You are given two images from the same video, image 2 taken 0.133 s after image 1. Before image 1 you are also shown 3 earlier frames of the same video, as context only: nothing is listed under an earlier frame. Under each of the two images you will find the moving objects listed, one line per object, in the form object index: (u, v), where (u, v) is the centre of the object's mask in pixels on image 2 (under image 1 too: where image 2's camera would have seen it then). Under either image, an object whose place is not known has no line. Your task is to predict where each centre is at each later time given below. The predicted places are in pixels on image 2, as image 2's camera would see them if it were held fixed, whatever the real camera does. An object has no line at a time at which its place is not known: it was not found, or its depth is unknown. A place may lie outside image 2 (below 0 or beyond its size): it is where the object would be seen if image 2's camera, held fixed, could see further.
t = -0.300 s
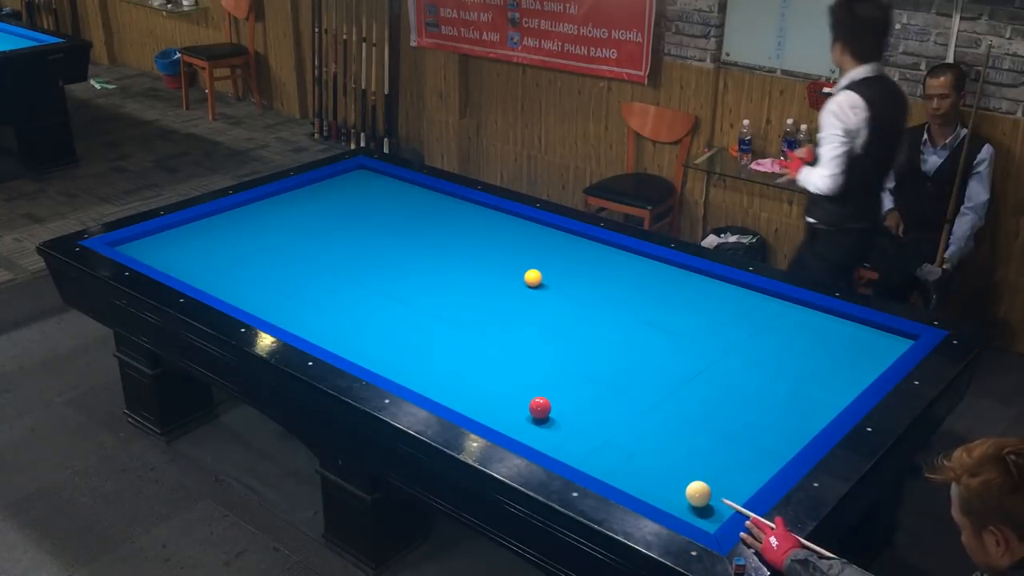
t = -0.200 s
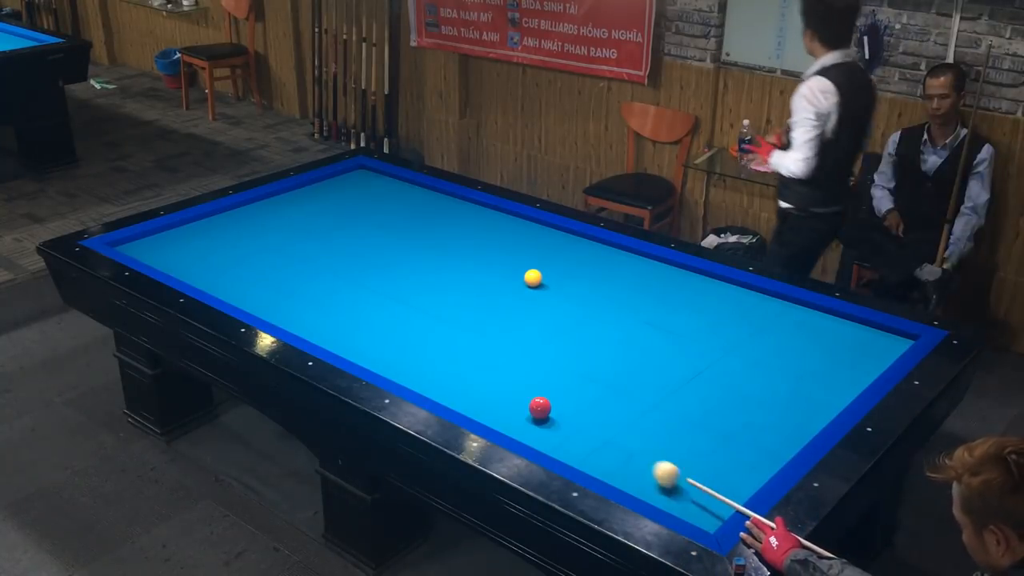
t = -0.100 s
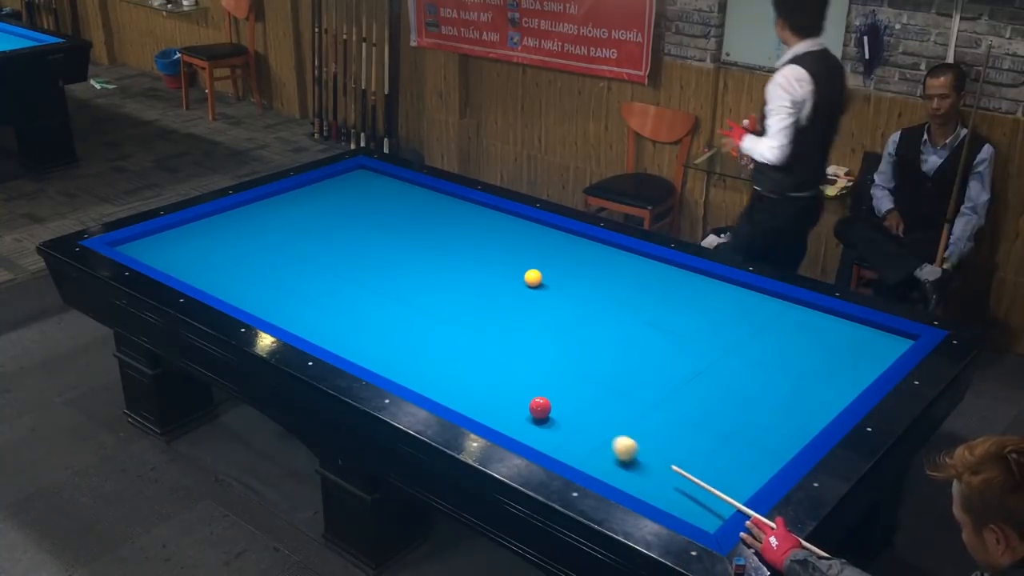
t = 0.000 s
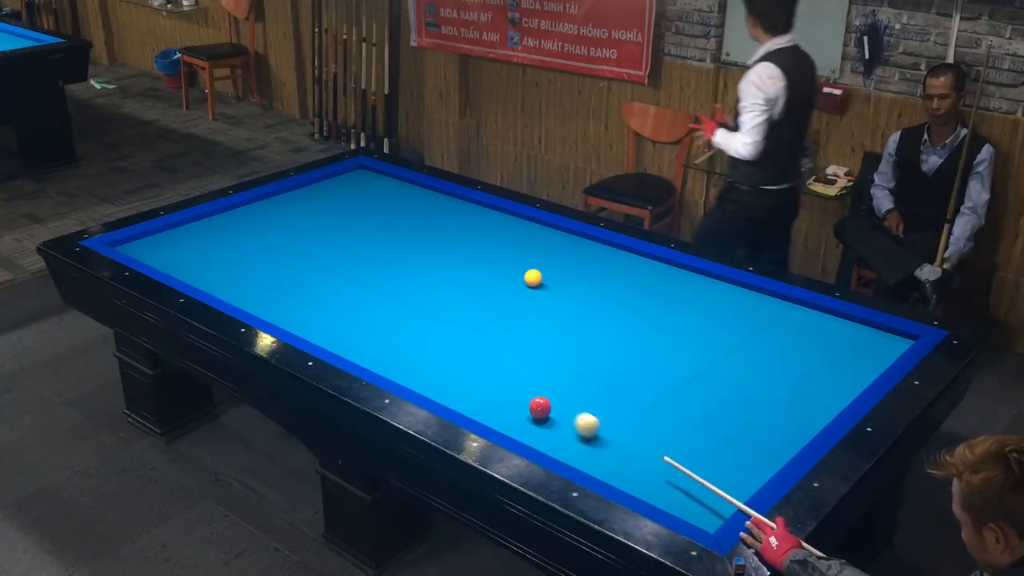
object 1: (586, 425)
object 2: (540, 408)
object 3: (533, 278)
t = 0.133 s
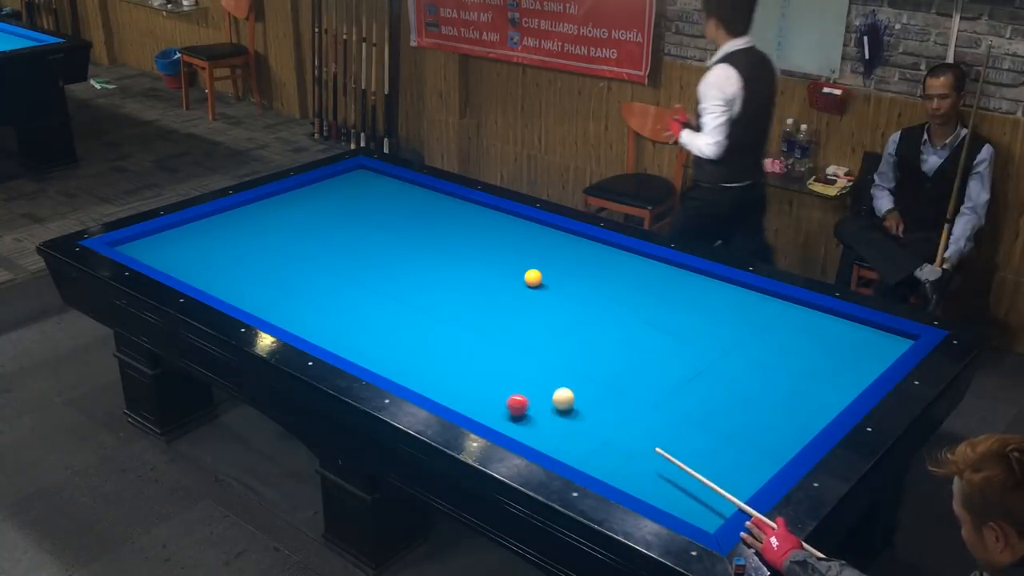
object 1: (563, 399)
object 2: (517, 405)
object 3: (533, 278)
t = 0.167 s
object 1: (563, 393)
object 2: (507, 404)
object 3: (533, 278)
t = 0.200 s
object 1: (561, 388)
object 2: (497, 403)
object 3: (533, 278)
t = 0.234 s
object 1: (560, 382)
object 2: (489, 402)
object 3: (533, 278)
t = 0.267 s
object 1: (558, 377)
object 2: (481, 401)
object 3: (533, 278)
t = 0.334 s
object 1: (555, 366)
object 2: (465, 399)
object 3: (533, 278)
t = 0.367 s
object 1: (554, 361)
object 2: (457, 398)
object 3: (533, 278)
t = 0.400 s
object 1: (552, 356)
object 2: (450, 396)
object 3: (533, 278)
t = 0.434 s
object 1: (551, 351)
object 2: (442, 394)
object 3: (533, 278)
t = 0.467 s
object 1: (549, 347)
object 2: (435, 392)
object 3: (533, 278)
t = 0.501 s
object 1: (548, 342)
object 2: (433, 391)
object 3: (533, 278)
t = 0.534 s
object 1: (547, 338)
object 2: (430, 388)
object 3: (533, 278)
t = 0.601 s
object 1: (544, 329)
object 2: (424, 384)
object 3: (533, 278)
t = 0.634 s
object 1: (543, 324)
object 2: (422, 382)
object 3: (533, 278)
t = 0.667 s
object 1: (542, 320)
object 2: (419, 380)
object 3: (533, 278)
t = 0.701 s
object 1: (540, 316)
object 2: (416, 378)
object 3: (533, 278)
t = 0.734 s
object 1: (539, 312)
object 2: (414, 375)
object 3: (533, 278)
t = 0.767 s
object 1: (538, 308)
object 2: (411, 373)
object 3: (533, 278)
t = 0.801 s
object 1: (537, 304)
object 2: (409, 370)
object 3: (533, 278)
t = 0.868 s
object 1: (535, 296)
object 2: (404, 366)
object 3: (533, 278)
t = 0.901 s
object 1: (534, 292)
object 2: (402, 363)
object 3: (532, 276)
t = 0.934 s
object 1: (532, 288)
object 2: (399, 361)
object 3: (533, 275)
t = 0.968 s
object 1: (531, 286)
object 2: (397, 359)
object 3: (533, 274)
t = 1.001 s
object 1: (530, 285)
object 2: (395, 357)
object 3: (533, 272)
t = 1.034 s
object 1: (529, 285)
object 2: (393, 354)
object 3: (533, 270)
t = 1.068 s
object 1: (528, 284)
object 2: (390, 352)
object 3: (533, 268)
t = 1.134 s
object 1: (526, 282)
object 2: (386, 348)
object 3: (533, 265)
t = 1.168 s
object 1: (525, 281)
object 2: (384, 345)
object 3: (533, 262)
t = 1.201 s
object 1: (524, 280)
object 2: (382, 343)
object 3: (533, 260)
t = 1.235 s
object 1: (523, 279)
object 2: (380, 341)
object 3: (533, 258)
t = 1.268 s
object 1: (522, 278)
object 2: (378, 339)
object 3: (533, 256)
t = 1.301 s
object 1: (521, 278)
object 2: (376, 337)
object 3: (533, 254)
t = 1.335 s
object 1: (520, 277)
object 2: (374, 335)
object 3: (533, 252)
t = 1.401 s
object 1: (518, 275)
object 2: (370, 331)
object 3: (533, 248)
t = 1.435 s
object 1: (517, 274)
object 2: (368, 329)
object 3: (533, 246)
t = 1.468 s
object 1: (516, 273)
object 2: (366, 327)
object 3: (533, 245)
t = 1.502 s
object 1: (515, 272)
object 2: (364, 326)
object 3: (533, 243)
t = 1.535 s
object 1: (514, 272)
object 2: (362, 324)
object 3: (533, 241)
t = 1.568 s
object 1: (513, 271)
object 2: (361, 322)
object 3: (533, 239)
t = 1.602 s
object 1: (512, 270)
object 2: (359, 320)
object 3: (533, 237)
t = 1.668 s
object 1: (511, 268)
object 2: (355, 316)
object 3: (533, 234)
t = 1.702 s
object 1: (510, 268)
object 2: (354, 315)
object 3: (533, 232)
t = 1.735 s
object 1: (509, 267)
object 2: (352, 313)
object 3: (533, 230)
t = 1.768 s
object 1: (508, 266)
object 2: (350, 311)
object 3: (533, 228)
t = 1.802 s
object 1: (508, 265)
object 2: (349, 309)
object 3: (533, 227)
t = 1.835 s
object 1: (507, 265)
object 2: (347, 308)
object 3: (533, 225)
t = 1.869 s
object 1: (506, 264)
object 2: (346, 306)
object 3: (533, 223)
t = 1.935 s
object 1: (505, 263)
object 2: (342, 303)
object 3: (531, 221)
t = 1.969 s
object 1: (504, 262)
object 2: (341, 301)
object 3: (528, 221)
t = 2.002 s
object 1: (503, 261)
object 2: (339, 299)
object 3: (525, 221)
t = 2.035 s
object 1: (502, 261)
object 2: (338, 298)
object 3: (522, 221)
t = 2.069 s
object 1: (502, 260)
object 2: (336, 296)
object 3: (520, 221)
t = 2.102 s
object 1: (501, 259)
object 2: (335, 295)
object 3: (517, 221)
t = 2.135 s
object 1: (500, 258)
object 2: (333, 293)
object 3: (514, 221)
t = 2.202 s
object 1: (499, 257)
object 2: (331, 290)
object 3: (509, 222)
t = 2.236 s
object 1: (498, 257)
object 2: (329, 289)
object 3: (506, 222)
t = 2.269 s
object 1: (498, 256)
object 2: (328, 287)
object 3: (503, 222)
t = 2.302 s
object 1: (497, 255)
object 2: (326, 286)
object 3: (500, 222)
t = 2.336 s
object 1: (496, 255)
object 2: (325, 284)
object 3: (498, 222)
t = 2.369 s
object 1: (496, 254)
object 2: (323, 283)
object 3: (495, 222)
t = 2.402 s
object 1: (495, 253)
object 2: (322, 281)
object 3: (492, 222)
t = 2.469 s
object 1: (494, 252)
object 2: (319, 278)
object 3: (487, 222)
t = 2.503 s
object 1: (493, 252)
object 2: (318, 277)
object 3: (485, 222)
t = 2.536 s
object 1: (493, 251)
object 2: (317, 276)
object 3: (482, 223)
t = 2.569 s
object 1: (492, 250)
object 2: (315, 274)
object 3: (479, 223)
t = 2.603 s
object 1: (492, 250)
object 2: (314, 273)
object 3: (477, 223)
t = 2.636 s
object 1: (491, 249)
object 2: (313, 272)
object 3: (474, 223)
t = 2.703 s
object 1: (490, 248)
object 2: (310, 269)
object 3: (469, 223)
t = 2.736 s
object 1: (490, 248)
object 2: (309, 268)
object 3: (467, 223)
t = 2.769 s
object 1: (489, 247)
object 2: (308, 267)
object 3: (464, 223)
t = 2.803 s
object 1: (488, 247)
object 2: (307, 265)
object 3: (461, 223)
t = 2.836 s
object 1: (488, 246)
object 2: (306, 264)
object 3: (459, 223)
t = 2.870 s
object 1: (488, 246)
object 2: (305, 263)
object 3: (457, 223)
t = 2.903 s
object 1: (487, 245)
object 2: (303, 262)
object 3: (454, 223)
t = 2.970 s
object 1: (486, 244)
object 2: (301, 259)
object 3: (449, 223)
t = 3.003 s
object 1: (486, 244)
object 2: (300, 258)
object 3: (447, 223)
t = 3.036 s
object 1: (485, 243)
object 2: (299, 257)
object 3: (445, 224)
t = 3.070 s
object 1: (485, 243)
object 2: (298, 255)
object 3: (442, 224)
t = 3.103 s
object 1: (484, 242)
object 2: (297, 255)
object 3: (440, 224)
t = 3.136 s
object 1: (484, 242)
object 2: (296, 253)
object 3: (438, 224)
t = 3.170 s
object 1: (484, 241)
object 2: (295, 252)
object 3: (436, 224)
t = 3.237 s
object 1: (483, 240)
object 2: (293, 250)
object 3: (431, 224)
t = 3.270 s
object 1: (482, 240)
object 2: (291, 249)
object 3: (429, 224)
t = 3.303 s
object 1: (482, 239)
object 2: (291, 248)
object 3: (426, 224)
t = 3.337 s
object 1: (482, 239)
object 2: (290, 247)
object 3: (424, 224)
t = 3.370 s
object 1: (481, 238)
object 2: (289, 246)
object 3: (422, 224)
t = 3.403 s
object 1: (481, 238)
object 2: (287, 245)
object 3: (420, 224)
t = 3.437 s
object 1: (480, 238)
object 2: (287, 244)
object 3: (418, 224)
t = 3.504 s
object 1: (480, 237)
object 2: (285, 242)
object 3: (413, 225)
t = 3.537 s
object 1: (480, 237)
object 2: (284, 240)
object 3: (411, 225)
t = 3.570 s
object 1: (479, 236)
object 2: (283, 239)
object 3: (409, 225)
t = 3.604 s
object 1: (479, 236)
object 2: (282, 239)
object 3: (407, 225)
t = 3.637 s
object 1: (478, 235)
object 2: (281, 237)
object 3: (405, 225)
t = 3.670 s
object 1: (478, 235)
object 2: (280, 236)
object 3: (403, 225)
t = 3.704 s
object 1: (478, 234)
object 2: (279, 236)
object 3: (401, 225)
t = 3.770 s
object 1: (477, 234)
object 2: (277, 234)
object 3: (397, 225)
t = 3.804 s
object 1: (477, 233)
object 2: (277, 233)
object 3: (394, 225)
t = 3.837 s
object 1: (477, 233)
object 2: (276, 232)
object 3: (392, 225)
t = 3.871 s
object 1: (477, 233)
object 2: (275, 231)
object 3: (390, 225)
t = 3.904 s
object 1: (476, 232)
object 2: (274, 230)
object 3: (388, 225)
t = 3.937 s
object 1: (476, 232)
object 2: (273, 229)
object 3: (386, 225)
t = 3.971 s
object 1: (476, 232)
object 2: (273, 228)
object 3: (385, 226)
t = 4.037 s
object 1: (475, 231)
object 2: (271, 226)
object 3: (381, 226)
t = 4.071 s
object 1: (475, 231)
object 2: (270, 225)
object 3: (379, 226)
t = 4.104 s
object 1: (475, 231)
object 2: (270, 225)
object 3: (377, 226)
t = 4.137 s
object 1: (475, 230)
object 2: (269, 224)
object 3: (375, 226)
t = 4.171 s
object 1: (474, 230)
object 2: (268, 223)
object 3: (373, 226)
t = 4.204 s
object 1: (474, 230)
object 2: (267, 222)
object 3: (371, 226)
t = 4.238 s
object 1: (474, 229)
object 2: (267, 221)
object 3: (370, 226)
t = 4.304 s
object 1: (474, 229)
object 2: (265, 220)
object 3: (366, 226)
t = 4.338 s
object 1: (474, 229)
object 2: (265, 219)
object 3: (364, 226)
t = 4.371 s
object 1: (473, 228)
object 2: (264, 218)
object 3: (362, 226)
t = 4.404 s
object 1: (473, 228)
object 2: (263, 217)
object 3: (361, 226)
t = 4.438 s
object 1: (473, 228)
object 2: (263, 216)
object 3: (359, 226)
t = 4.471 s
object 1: (473, 228)
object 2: (262, 216)
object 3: (357, 226)
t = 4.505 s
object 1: (473, 227)
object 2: (261, 215)
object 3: (355, 226)
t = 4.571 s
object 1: (472, 227)
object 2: (260, 213)
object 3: (352, 226)
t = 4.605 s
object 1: (472, 227)
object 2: (260, 213)
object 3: (350, 226)
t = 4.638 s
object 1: (472, 226)
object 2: (259, 212)
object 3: (349, 227)
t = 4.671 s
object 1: (472, 226)
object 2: (258, 211)
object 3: (347, 226)
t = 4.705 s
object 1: (472, 226)
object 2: (258, 210)
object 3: (345, 227)
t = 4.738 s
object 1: (471, 226)
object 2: (257, 210)
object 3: (344, 227)
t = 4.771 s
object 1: (471, 226)
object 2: (257, 209)
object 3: (342, 227)
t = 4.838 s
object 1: (471, 225)
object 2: (256, 207)
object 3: (339, 227)
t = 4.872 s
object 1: (471, 225)
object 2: (255, 207)
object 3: (338, 227)
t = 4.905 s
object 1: (471, 225)
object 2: (254, 206)
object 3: (336, 227)
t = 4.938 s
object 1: (471, 225)
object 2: (254, 205)
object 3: (335, 227)
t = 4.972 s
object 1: (470, 225)
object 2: (253, 205)
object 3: (333, 227)
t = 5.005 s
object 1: (470, 225)
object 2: (253, 204)
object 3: (332, 227)
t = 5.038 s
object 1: (470, 225)
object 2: (252, 203)
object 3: (330, 227)
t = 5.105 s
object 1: (470, 224)
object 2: (252, 202)
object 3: (327, 227)
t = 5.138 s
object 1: (470, 224)
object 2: (252, 202)
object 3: (326, 227)
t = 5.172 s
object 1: (470, 224)
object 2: (253, 202)
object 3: (324, 227)
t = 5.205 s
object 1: (470, 224)
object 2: (254, 202)
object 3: (323, 227)
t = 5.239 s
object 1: (470, 224)
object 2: (255, 202)
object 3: (322, 227)
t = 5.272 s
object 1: (469, 224)
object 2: (257, 202)
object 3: (320, 227)
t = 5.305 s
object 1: (469, 223)
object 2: (258, 202)
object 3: (319, 227)
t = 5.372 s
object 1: (469, 223)
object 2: (260, 202)
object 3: (316, 227)
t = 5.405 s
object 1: (469, 223)
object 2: (261, 203)
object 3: (315, 227)
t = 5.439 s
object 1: (469, 223)
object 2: (262, 203)
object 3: (314, 227)
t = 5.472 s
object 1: (469, 223)
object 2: (263, 203)
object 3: (312, 227)
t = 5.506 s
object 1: (469, 223)
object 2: (263, 203)
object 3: (311, 227)
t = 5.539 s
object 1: (469, 223)
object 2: (264, 203)
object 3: (310, 227)
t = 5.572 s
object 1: (469, 223)
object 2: (266, 203)
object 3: (309, 227)
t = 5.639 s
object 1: (469, 223)
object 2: (267, 203)
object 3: (307, 227)
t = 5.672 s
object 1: (469, 223)
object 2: (268, 203)
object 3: (305, 227)
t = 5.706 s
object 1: (469, 223)
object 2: (269, 203)
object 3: (304, 227)
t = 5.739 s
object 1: (469, 223)
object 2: (270, 204)
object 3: (303, 227)
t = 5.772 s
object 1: (469, 223)
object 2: (271, 204)
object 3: (302, 227)
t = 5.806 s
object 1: (469, 223)
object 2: (272, 204)
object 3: (301, 227)
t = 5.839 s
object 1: (469, 223)
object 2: (273, 204)
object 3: (300, 227)
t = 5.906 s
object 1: (469, 223)
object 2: (275, 204)
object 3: (298, 227)
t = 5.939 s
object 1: (469, 223)
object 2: (275, 204)
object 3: (297, 227)
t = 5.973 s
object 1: (469, 223)
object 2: (276, 204)
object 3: (296, 227)
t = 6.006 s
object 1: (469, 223)
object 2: (277, 204)
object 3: (295, 227)
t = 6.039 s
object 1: (469, 223)
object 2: (278, 204)
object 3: (294, 227)
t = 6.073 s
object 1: (469, 223)
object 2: (279, 204)
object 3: (293, 227)
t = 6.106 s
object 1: (469, 223)
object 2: (279, 204)
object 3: (291, 228)
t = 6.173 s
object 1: (469, 223)
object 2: (281, 204)
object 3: (290, 228)
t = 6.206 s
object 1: (469, 223)
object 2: (282, 204)
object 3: (289, 228)
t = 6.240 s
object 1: (469, 223)
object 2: (282, 205)
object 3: (288, 228)
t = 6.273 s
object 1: (469, 223)
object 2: (283, 205)
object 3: (287, 228)
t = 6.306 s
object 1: (469, 223)
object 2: (284, 205)
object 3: (286, 228)
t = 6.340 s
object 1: (469, 223)
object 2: (284, 205)
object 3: (285, 228)
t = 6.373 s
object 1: (469, 223)
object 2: (285, 205)
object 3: (284, 228)
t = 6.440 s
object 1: (469, 223)
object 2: (286, 205)
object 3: (283, 228)
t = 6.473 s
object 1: (469, 223)
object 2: (287, 205)
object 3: (282, 228)
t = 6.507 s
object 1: (469, 223)
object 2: (288, 205)
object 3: (281, 228)
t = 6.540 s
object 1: (469, 223)
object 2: (288, 205)
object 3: (280, 228)
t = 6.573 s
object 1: (469, 223)
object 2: (289, 205)
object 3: (280, 228)
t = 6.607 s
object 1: (469, 223)
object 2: (289, 205)
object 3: (279, 228)
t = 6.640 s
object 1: (469, 223)
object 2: (290, 205)
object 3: (278, 228)
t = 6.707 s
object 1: (469, 223)
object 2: (291, 205)
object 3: (277, 228)
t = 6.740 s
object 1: (469, 223)
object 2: (291, 205)
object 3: (276, 228)
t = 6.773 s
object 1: (469, 223)
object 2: (292, 205)
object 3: (276, 228)
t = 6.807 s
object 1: (469, 223)
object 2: (292, 205)
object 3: (275, 228)
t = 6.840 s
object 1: (469, 223)
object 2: (293, 205)
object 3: (274, 228)
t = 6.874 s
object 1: (469, 223)
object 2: (293, 205)
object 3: (274, 228)
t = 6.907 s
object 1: (469, 223)
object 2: (294, 205)
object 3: (273, 228)
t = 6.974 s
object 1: (469, 223)
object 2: (295, 205)
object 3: (272, 228)
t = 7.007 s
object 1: (469, 223)
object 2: (295, 205)
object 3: (272, 228)
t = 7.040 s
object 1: (469, 223)
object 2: (296, 205)
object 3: (271, 228)
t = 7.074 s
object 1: (469, 223)
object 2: (296, 205)
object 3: (271, 228)
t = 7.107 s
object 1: (469, 223)
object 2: (296, 205)
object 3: (270, 228)
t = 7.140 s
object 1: (469, 223)
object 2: (297, 205)
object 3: (270, 228)
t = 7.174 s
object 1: (469, 223)
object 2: (297, 205)
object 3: (269, 228)
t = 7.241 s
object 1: (469, 223)
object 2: (298, 205)
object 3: (269, 228)
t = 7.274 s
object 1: (469, 223)
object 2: (298, 205)
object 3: (268, 228)
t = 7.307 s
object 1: (469, 223)
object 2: (299, 205)
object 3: (268, 228)
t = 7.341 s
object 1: (469, 223)
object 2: (299, 205)
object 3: (268, 228)
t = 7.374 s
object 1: (469, 223)
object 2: (299, 205)
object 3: (267, 228)
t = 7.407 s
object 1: (469, 223)
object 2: (300, 205)
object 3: (267, 228)
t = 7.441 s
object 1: (469, 223)
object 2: (300, 205)
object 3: (267, 228)
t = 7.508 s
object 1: (469, 223)
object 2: (300, 205)
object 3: (266, 228)
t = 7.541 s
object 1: (469, 223)
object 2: (300, 206)
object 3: (266, 228)
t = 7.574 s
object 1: (469, 223)
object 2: (300, 206)
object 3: (266, 228)
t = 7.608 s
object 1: (469, 223)
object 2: (301, 206)
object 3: (265, 228)
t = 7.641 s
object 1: (469, 223)
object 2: (301, 206)
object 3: (265, 228)
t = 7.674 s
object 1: (469, 223)
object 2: (301, 206)
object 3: (265, 228)
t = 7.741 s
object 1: (469, 223)
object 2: (301, 206)
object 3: (265, 228)
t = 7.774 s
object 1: (469, 223)
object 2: (301, 206)
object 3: (265, 228)
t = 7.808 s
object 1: (469, 223)
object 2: (301, 206)
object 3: (265, 228)
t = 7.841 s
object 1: (469, 223)
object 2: (301, 206)
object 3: (264, 228)
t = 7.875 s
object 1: (469, 223)
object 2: (301, 206)
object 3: (264, 228)
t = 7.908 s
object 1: (469, 223)
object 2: (301, 206)
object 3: (264, 228)
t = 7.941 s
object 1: (469, 223)
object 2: (301, 206)
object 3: (264, 228)
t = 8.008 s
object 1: (469, 223)
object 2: (301, 206)
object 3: (264, 228)
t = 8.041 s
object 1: (469, 223)
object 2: (301, 206)
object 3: (264, 228)
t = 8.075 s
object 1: (469, 223)
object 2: (301, 206)
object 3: (264, 228)
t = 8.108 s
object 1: (469, 223)
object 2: (302, 206)
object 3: (264, 228)
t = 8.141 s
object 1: (469, 223)
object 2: (302, 206)
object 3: (264, 228)
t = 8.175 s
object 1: (469, 223)
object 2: (302, 206)
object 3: (264, 228)
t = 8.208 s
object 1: (469, 223)
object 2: (302, 206)
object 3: (264, 228)
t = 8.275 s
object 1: (469, 223)
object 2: (302, 206)
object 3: (264, 228)
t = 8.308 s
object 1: (469, 223)
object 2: (302, 206)
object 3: (264, 228)
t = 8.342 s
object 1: (469, 223)
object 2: (302, 206)
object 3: (265, 228)
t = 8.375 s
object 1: (469, 223)
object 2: (302, 206)
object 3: (265, 228)
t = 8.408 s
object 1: (469, 223)
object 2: (302, 206)
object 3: (265, 228)
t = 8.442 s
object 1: (469, 223)
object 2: (302, 206)
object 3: (265, 228)
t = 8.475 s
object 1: (469, 223)
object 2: (302, 206)
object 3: (265, 228)
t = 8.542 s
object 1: (469, 223)
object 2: (302, 206)
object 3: (265, 228)
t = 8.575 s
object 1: (469, 223)
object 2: (302, 206)
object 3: (265, 228)
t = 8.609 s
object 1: (469, 223)
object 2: (302, 206)
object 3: (265, 228)
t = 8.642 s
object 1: (469, 223)
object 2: (302, 206)
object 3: (265, 228)
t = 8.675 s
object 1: (469, 223)
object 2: (302, 206)
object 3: (265, 228)
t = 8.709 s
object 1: (469, 223)
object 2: (302, 206)
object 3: (265, 228)
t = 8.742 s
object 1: (469, 223)
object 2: (302, 206)
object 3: (265, 228)
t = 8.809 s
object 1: (469, 223)
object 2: (302, 206)
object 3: (265, 228)
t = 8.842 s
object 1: (469, 223)
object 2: (302, 206)
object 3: (265, 228)
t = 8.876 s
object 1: (469, 223)
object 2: (302, 206)
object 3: (265, 228)
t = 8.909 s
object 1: (469, 223)
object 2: (302, 206)
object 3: (265, 228)
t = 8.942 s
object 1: (469, 223)
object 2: (302, 206)
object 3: (265, 228)
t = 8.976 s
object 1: (469, 223)
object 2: (302, 206)
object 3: (265, 228)
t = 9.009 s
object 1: (469, 223)
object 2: (302, 206)
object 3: (265, 228)
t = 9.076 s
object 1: (469, 223)
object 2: (302, 206)
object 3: (265, 228)
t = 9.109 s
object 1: (469, 223)
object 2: (302, 206)
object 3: (265, 228)
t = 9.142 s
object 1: (469, 223)
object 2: (302, 206)
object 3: (265, 228)
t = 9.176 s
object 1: (469, 223)
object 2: (302, 206)
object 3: (265, 228)
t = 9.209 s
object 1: (469, 223)
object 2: (302, 206)
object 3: (265, 228)
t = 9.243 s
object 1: (469, 223)
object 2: (302, 206)
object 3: (265, 228)
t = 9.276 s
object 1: (469, 223)
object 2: (302, 206)
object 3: (265, 228)
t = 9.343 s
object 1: (469, 223)
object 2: (302, 206)
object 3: (265, 228)
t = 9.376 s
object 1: (469, 223)
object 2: (302, 206)
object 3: (265, 228)
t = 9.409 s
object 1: (469, 223)
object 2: (302, 206)
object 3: (265, 228)
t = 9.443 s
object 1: (469, 223)
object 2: (302, 206)
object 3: (265, 228)
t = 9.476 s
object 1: (469, 223)
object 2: (302, 206)
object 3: (265, 228)
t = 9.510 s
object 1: (469, 223)
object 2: (302, 206)
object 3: (265, 228)
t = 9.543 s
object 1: (469, 223)
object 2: (301, 206)
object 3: (265, 228)
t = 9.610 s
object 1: (469, 223)
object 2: (301, 206)
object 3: (265, 228)
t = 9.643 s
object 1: (469, 223)
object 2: (301, 206)
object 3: (265, 228)
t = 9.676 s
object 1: (469, 223)
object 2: (301, 206)
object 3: (265, 228)
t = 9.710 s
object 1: (469, 223)
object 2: (301, 206)
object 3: (265, 228)
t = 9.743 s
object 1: (469, 223)
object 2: (301, 206)
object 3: (265, 228)
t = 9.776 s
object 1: (469, 223)
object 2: (301, 206)
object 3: (265, 228)
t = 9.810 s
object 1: (469, 223)
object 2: (301, 206)
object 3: (265, 228)
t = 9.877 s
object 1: (469, 223)
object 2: (302, 206)
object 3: (265, 228)
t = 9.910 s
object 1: (469, 223)
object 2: (301, 206)
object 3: (265, 228)
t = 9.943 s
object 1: (469, 223)
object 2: (301, 206)
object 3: (265, 228)
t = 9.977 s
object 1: (469, 223)
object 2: (301, 206)
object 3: (265, 228)
